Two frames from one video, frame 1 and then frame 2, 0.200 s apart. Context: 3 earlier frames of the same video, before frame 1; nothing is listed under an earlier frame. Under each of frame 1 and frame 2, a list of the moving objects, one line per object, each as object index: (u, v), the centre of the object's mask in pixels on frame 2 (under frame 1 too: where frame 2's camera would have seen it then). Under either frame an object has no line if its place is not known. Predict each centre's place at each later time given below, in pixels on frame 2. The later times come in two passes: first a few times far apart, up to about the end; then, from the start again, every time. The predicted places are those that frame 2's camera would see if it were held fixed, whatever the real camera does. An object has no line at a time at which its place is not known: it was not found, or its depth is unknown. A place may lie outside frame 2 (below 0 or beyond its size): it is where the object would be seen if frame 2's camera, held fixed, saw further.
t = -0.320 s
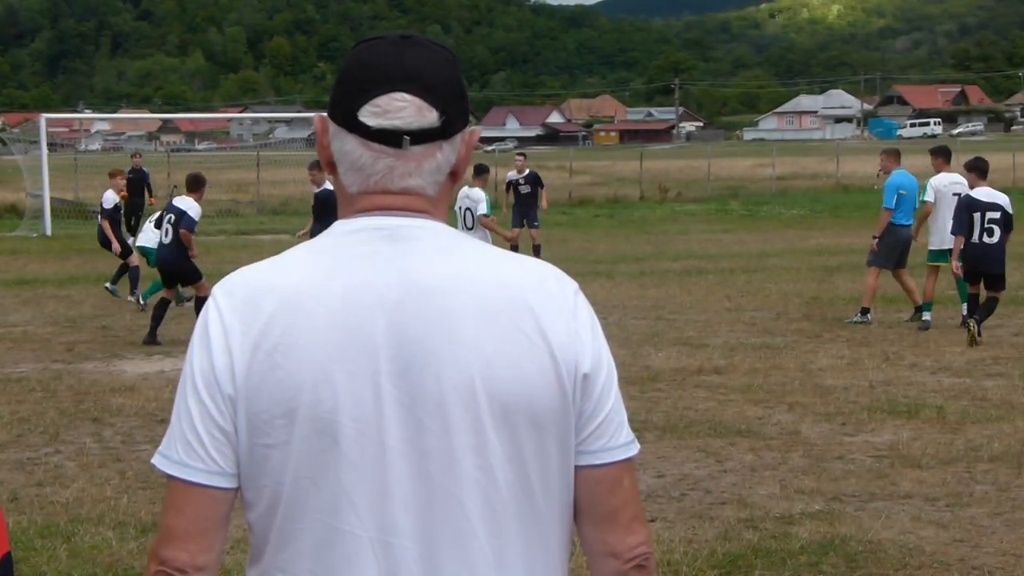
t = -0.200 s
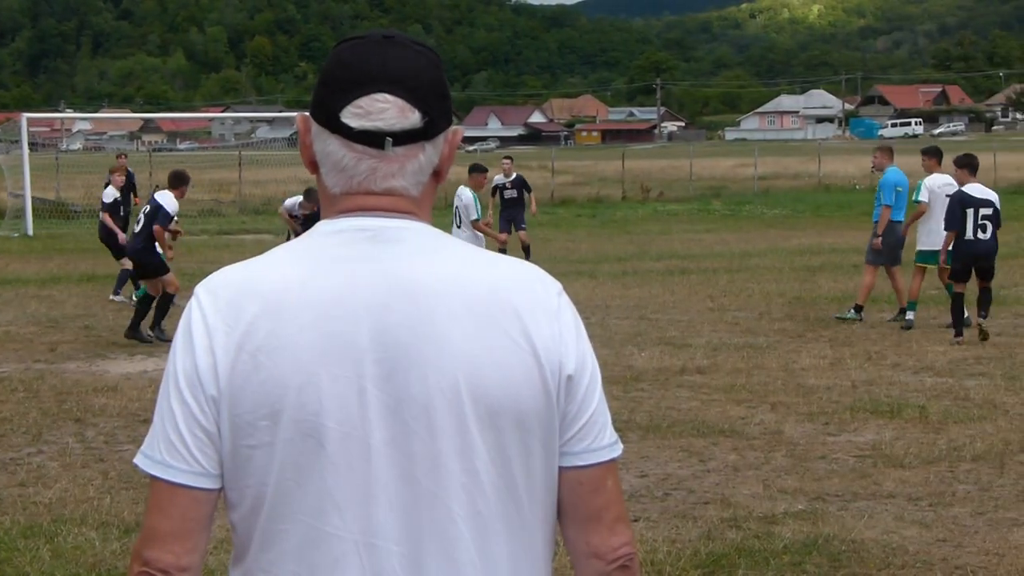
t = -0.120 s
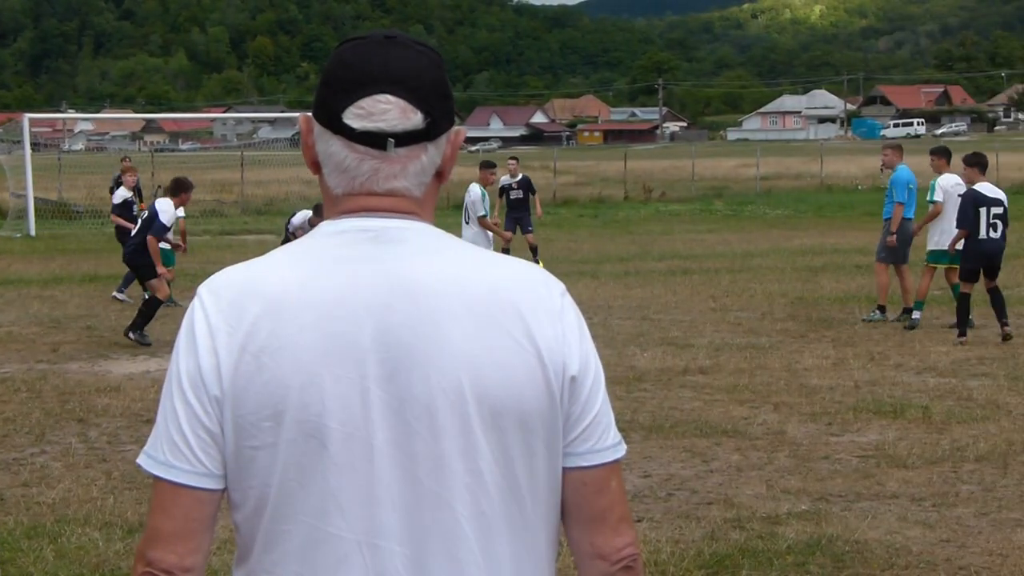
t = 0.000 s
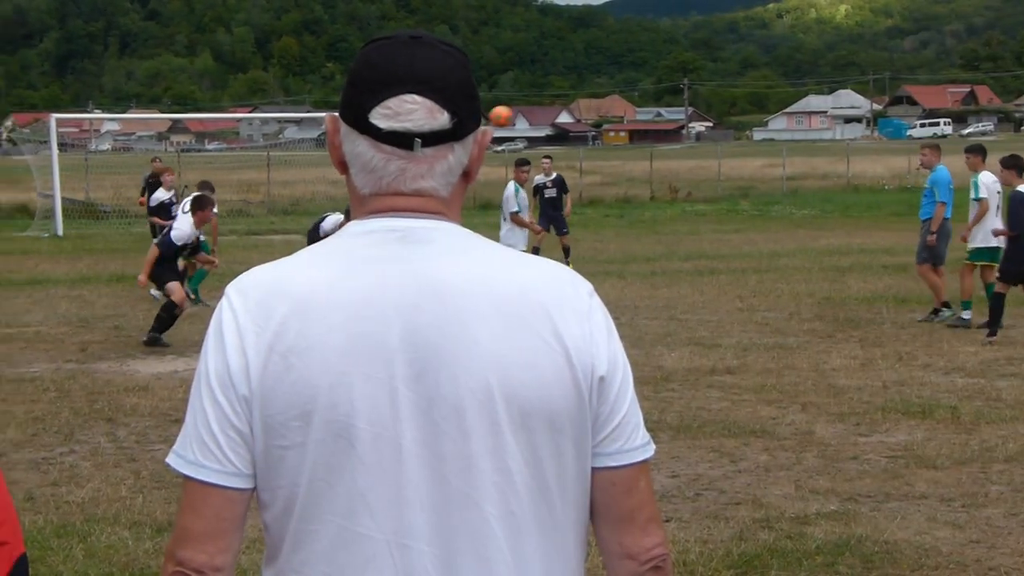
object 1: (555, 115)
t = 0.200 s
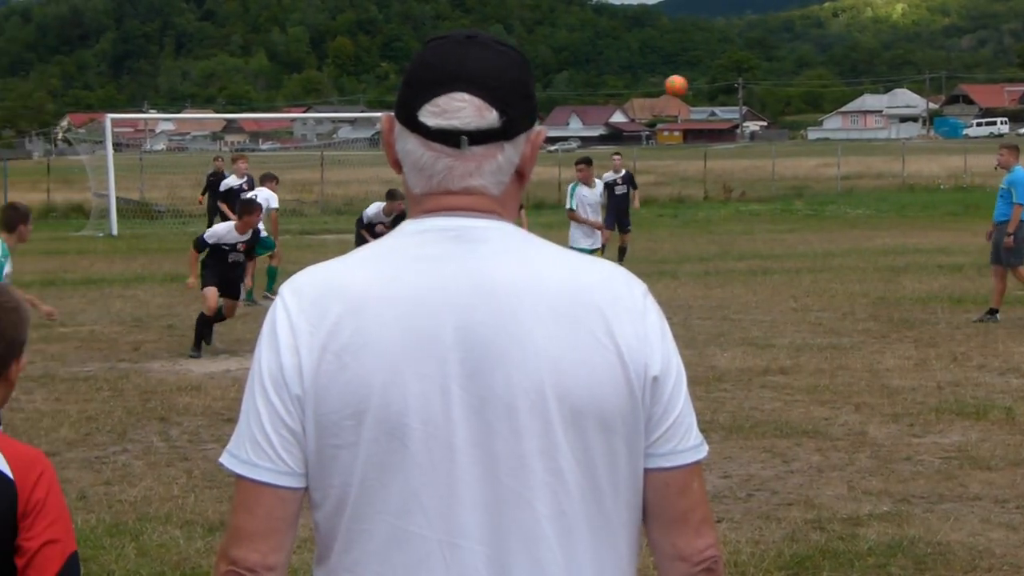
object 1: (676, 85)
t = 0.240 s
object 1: (700, 85)
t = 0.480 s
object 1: (848, 111)
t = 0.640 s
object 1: (948, 163)
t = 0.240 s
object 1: (700, 85)
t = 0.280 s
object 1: (725, 84)
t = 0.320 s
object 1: (749, 87)
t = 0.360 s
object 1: (774, 91)
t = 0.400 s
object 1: (799, 96)
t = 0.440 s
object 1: (823, 102)
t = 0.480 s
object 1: (848, 111)
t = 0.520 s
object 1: (872, 122)
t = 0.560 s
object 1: (897, 133)
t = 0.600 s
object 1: (923, 146)
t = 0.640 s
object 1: (948, 163)
